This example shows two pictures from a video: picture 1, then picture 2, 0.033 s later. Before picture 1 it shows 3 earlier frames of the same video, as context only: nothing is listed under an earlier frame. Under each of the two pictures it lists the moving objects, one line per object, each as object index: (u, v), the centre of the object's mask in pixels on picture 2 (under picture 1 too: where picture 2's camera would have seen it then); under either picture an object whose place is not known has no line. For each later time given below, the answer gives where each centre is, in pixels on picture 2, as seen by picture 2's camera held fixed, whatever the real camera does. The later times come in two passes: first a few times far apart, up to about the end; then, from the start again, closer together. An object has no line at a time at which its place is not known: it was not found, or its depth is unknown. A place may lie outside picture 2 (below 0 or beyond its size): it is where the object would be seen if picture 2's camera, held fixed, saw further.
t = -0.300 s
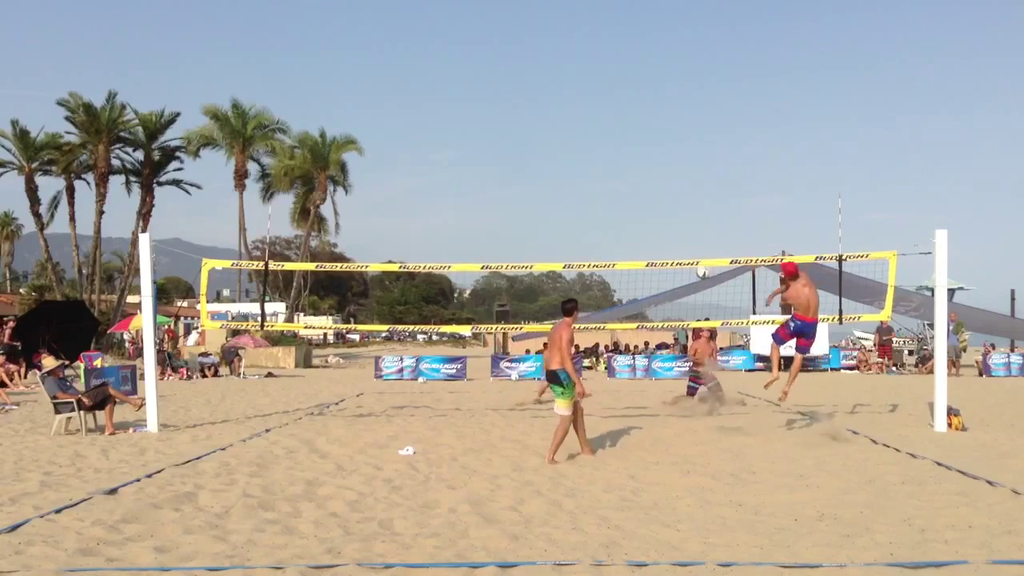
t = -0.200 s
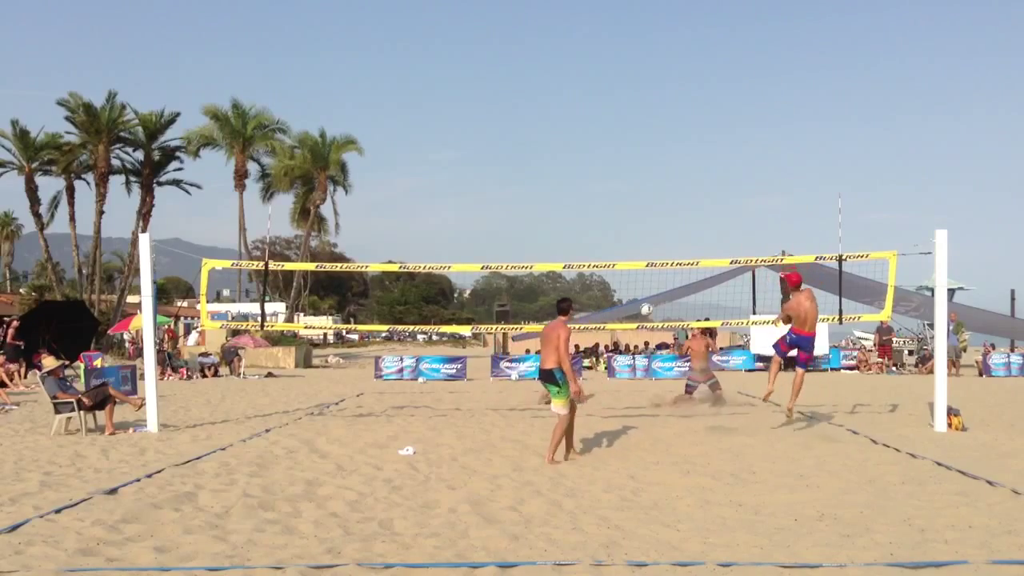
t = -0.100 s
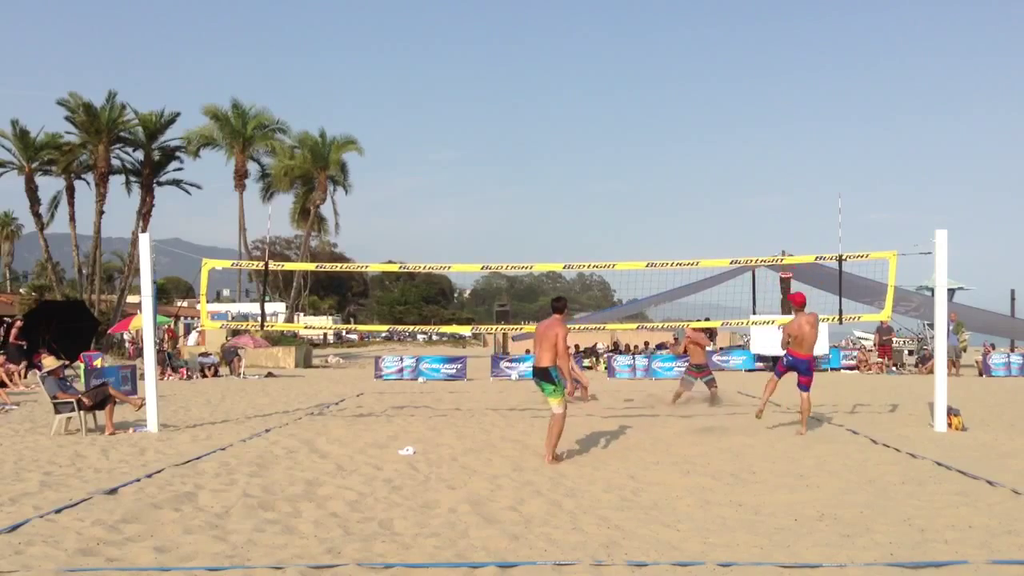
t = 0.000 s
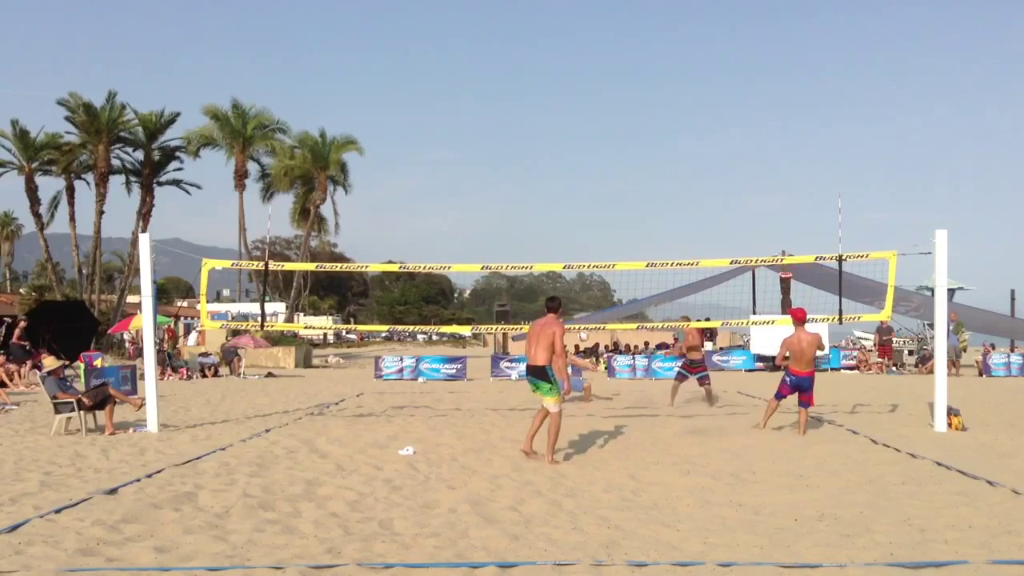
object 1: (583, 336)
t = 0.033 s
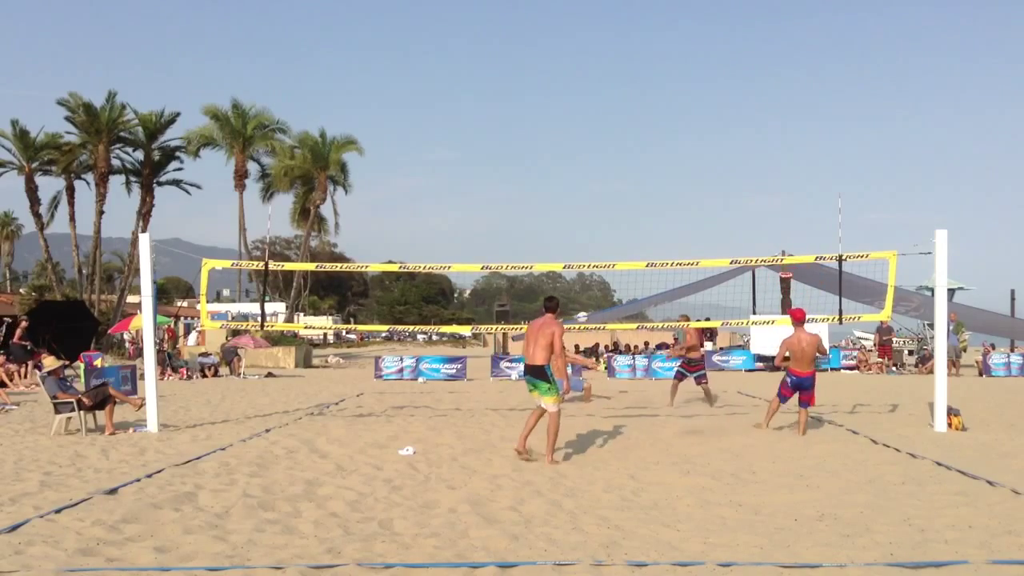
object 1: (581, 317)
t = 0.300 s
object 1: (575, 190)
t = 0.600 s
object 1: (562, 93)
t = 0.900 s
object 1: (547, 42)
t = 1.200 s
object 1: (531, 37)
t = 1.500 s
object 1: (515, 78)
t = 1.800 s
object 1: (501, 162)
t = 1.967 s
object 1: (495, 227)
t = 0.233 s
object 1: (577, 218)
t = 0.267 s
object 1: (577, 204)
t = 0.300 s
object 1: (575, 190)
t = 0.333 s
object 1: (574, 177)
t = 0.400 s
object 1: (571, 153)
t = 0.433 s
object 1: (570, 141)
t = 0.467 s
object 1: (568, 130)
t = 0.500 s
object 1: (567, 121)
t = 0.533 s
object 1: (565, 111)
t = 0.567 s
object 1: (563, 102)
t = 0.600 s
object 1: (562, 93)
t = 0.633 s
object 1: (561, 85)
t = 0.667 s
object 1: (559, 78)
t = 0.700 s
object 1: (557, 71)
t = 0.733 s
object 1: (555, 65)
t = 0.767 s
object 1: (554, 59)
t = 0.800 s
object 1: (552, 54)
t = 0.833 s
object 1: (550, 50)
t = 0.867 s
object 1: (548, 45)
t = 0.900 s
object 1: (547, 42)
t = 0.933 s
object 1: (545, 39)
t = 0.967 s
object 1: (543, 37)
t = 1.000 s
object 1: (541, 36)
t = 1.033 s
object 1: (539, 35)
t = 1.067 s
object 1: (538, 34)
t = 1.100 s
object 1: (536, 34)
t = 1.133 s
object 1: (534, 35)
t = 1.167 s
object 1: (532, 36)
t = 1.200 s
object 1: (531, 37)
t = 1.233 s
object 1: (529, 40)
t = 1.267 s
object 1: (527, 42)
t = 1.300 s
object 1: (526, 46)
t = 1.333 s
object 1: (524, 50)
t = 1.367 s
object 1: (522, 55)
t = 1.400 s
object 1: (520, 60)
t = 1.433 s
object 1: (519, 65)
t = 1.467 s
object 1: (517, 71)
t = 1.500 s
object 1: (515, 78)
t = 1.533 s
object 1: (514, 85)
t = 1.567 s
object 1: (512, 94)
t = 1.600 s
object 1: (510, 101)
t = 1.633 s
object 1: (509, 110)
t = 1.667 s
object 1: (507, 120)
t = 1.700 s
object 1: (506, 130)
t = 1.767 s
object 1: (503, 151)
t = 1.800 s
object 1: (501, 162)
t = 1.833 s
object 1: (500, 174)
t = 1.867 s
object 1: (498, 186)
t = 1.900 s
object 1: (497, 199)
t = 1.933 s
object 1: (496, 212)
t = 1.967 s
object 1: (495, 227)
